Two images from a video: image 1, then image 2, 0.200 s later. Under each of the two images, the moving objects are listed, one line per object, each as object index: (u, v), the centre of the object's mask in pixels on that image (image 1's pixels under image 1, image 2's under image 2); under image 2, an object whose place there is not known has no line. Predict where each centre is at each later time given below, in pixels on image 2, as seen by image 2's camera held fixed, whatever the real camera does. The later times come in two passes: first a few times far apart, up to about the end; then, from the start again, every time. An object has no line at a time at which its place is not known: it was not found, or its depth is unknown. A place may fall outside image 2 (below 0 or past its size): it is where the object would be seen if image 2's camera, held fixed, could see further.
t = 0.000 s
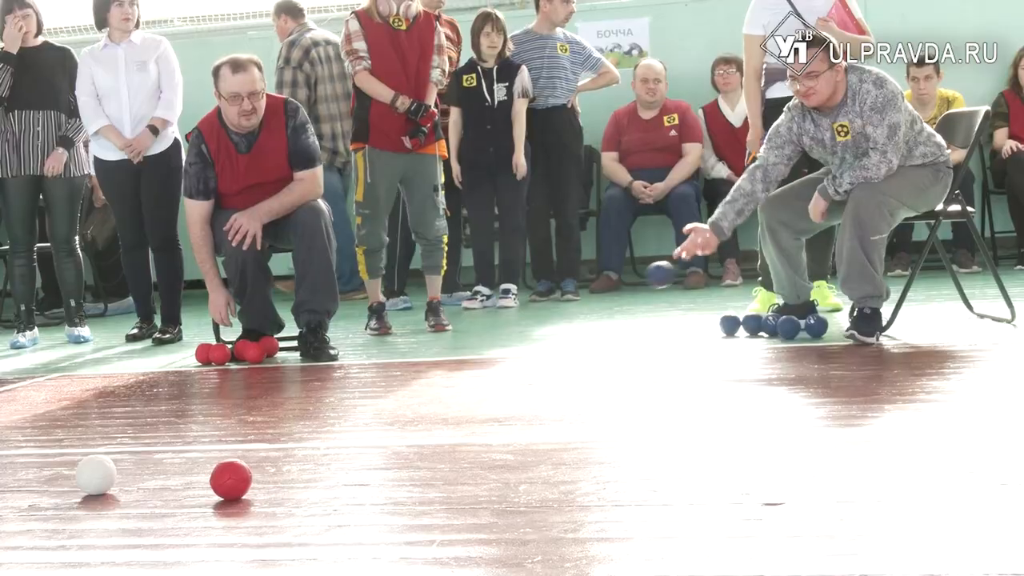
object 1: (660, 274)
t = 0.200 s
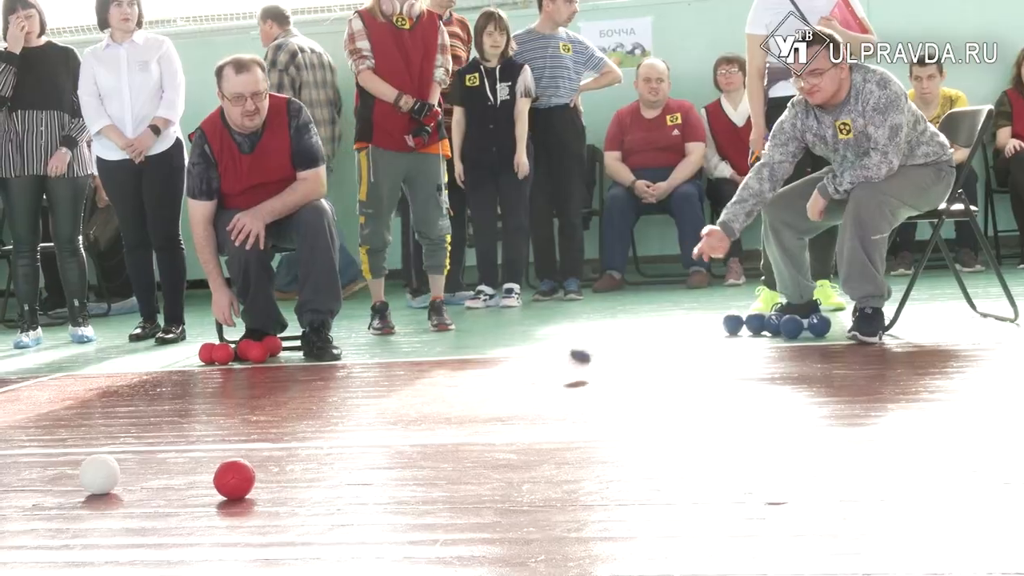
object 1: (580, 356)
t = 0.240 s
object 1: (565, 364)
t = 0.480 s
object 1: (482, 383)
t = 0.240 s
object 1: (565, 364)
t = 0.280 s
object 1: (551, 357)
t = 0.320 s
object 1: (538, 356)
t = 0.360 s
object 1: (524, 360)
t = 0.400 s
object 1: (510, 370)
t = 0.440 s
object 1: (498, 383)
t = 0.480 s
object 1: (482, 383)
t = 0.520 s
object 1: (467, 389)
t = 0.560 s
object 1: (453, 392)
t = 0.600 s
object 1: (439, 394)
